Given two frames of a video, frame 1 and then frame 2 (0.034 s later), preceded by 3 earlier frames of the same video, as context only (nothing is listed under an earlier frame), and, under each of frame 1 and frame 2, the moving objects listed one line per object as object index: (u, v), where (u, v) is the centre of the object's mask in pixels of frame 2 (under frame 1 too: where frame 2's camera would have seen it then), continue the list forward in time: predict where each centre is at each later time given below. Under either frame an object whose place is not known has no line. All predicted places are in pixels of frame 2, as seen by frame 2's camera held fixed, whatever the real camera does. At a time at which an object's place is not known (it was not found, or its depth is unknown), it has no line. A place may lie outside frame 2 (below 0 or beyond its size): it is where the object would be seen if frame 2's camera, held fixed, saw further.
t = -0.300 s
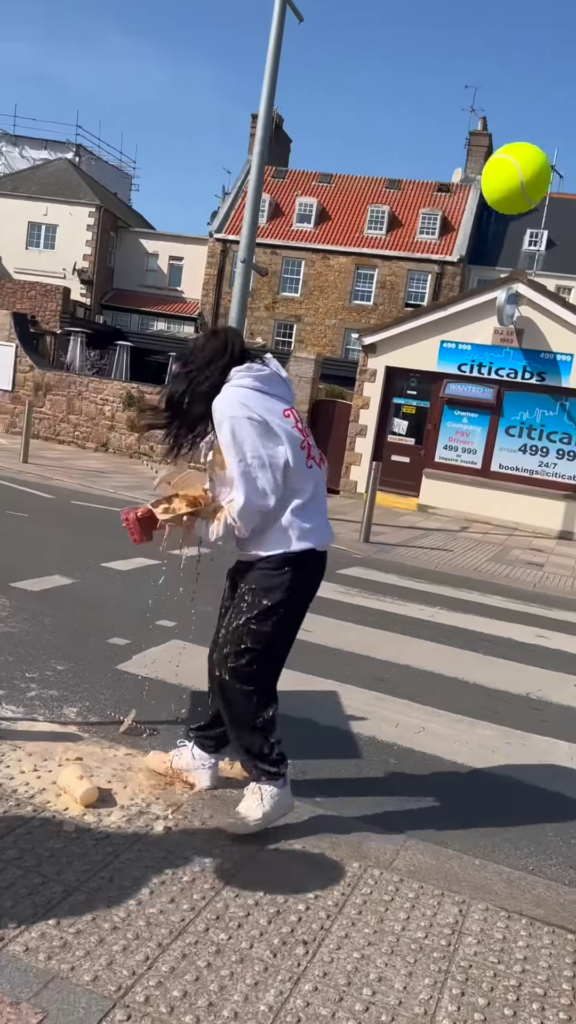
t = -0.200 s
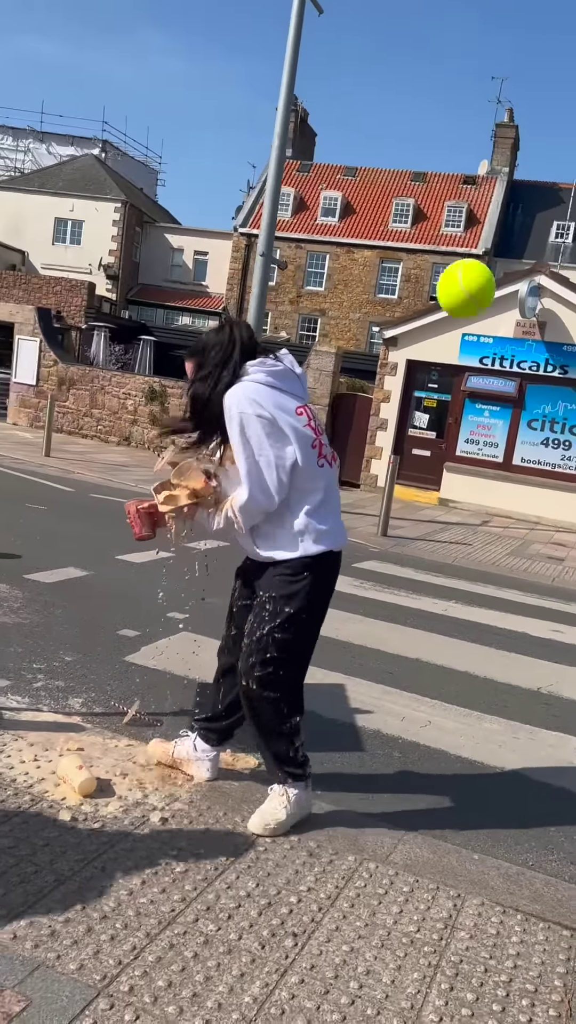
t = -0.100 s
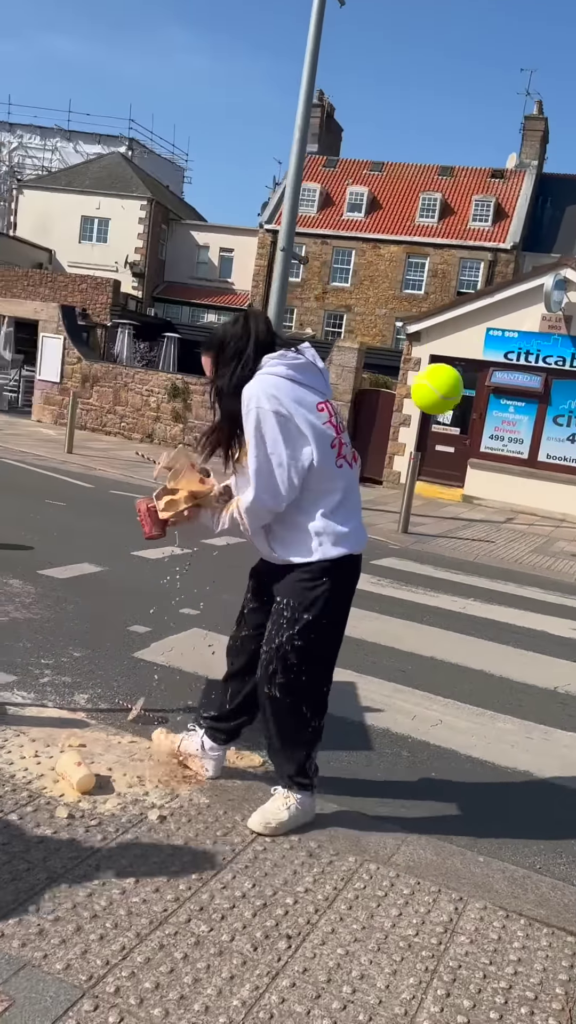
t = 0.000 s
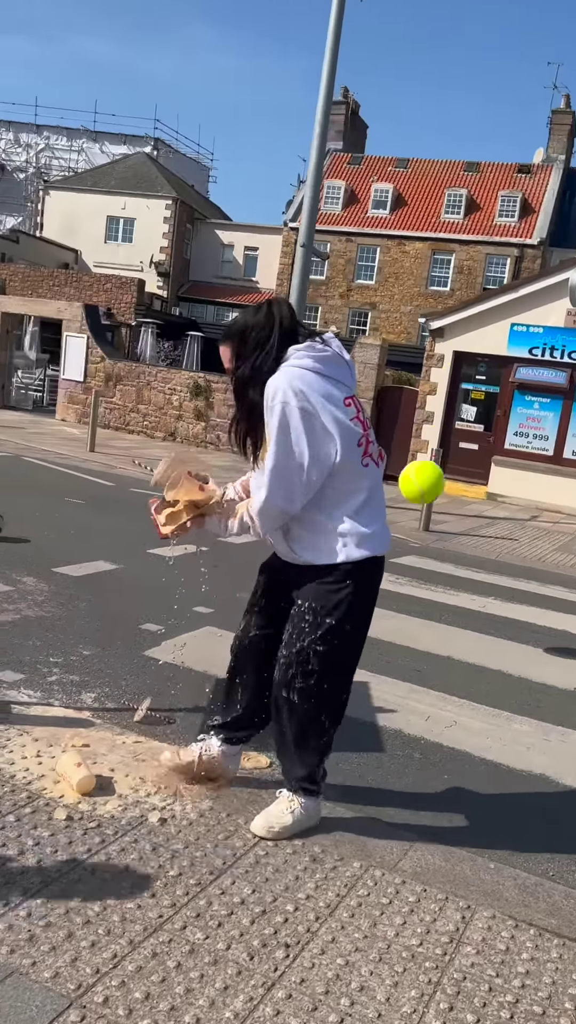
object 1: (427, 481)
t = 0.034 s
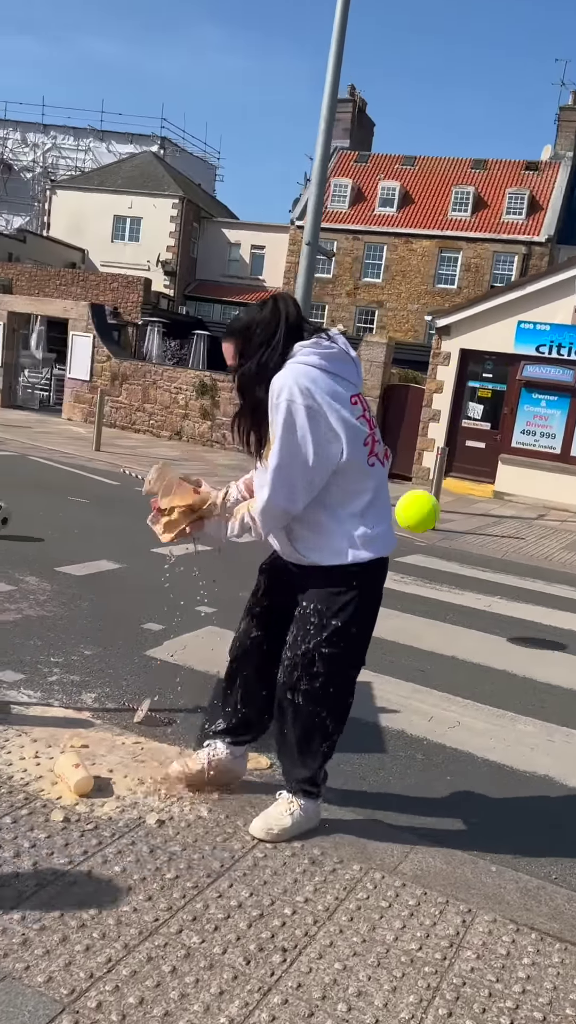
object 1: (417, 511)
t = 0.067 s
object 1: (411, 541)
